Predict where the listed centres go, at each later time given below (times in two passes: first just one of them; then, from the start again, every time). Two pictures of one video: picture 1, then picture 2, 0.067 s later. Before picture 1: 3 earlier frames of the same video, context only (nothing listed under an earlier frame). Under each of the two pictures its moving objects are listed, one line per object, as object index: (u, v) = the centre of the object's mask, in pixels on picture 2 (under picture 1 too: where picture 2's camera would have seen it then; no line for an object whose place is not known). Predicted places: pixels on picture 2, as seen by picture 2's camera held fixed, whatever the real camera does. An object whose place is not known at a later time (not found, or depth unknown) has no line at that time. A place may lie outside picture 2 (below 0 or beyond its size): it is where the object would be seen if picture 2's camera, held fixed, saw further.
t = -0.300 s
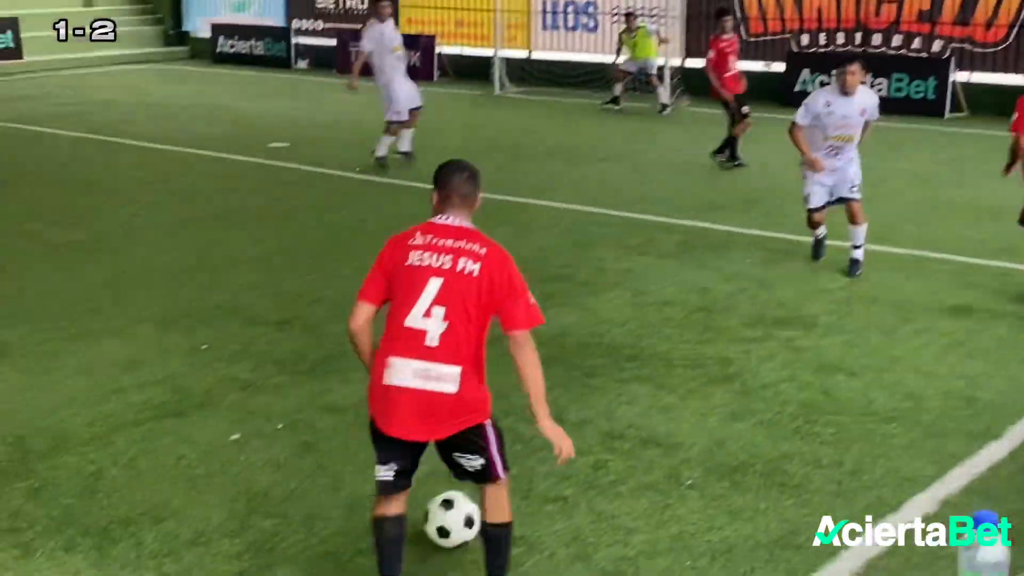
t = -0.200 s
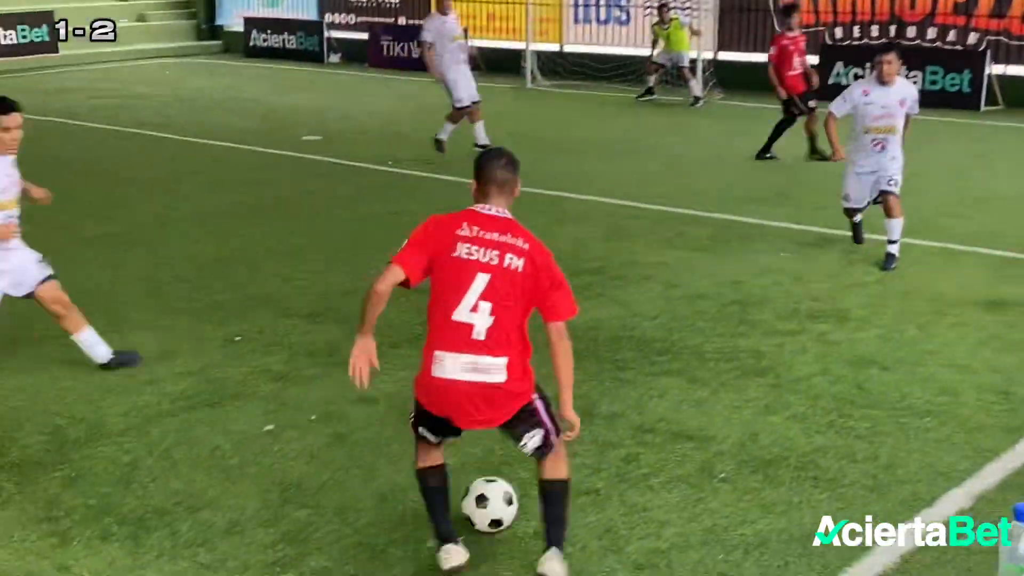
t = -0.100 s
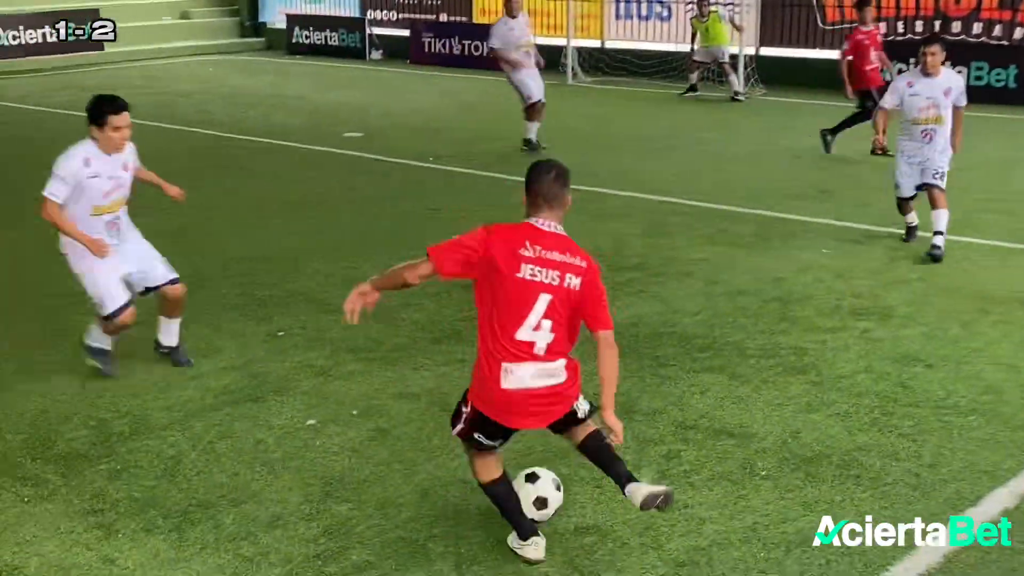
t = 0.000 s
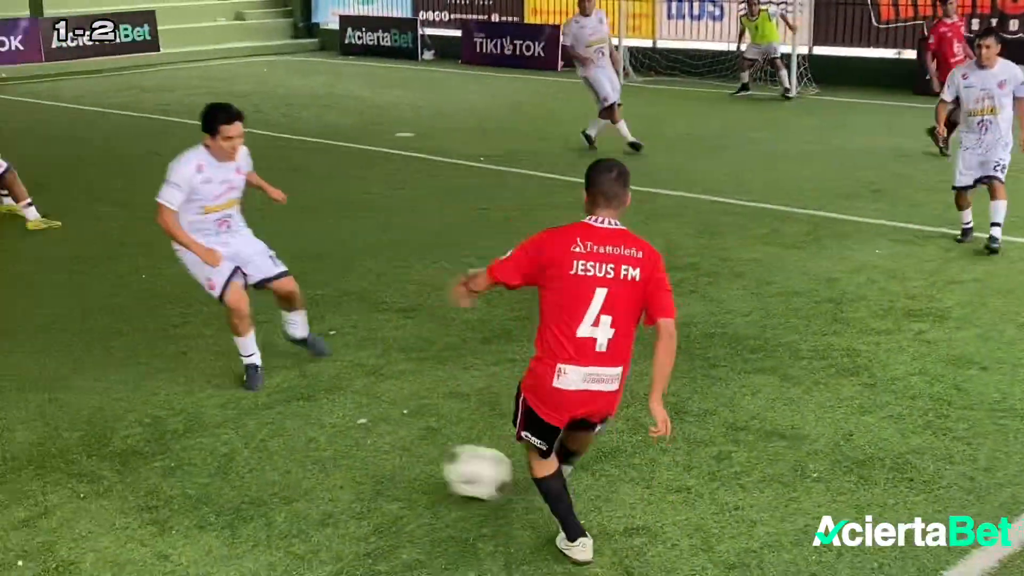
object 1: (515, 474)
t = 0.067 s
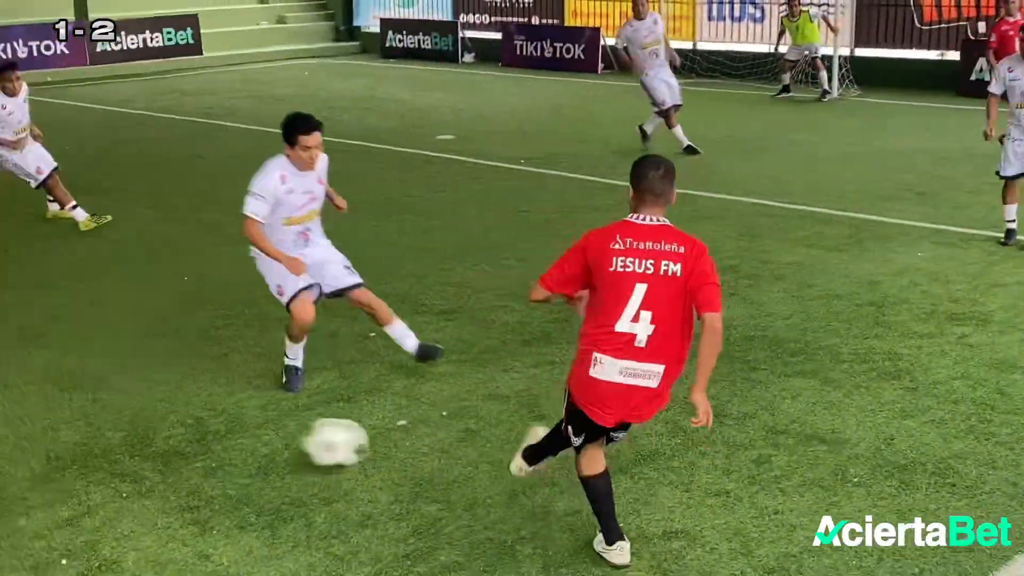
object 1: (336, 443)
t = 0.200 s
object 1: (37, 405)
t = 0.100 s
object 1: (252, 433)
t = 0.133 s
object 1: (175, 424)
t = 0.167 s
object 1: (104, 416)
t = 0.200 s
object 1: (37, 405)
